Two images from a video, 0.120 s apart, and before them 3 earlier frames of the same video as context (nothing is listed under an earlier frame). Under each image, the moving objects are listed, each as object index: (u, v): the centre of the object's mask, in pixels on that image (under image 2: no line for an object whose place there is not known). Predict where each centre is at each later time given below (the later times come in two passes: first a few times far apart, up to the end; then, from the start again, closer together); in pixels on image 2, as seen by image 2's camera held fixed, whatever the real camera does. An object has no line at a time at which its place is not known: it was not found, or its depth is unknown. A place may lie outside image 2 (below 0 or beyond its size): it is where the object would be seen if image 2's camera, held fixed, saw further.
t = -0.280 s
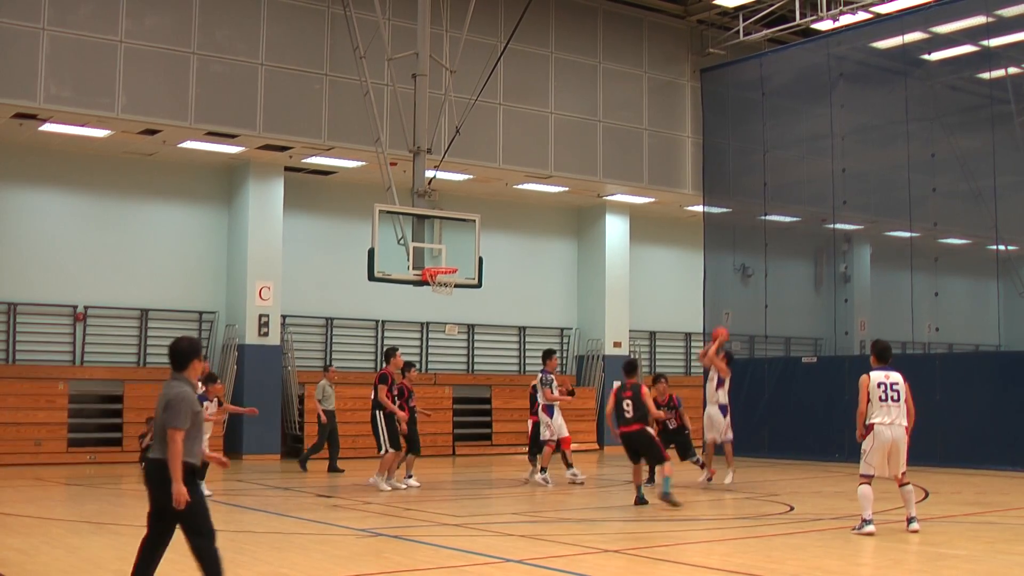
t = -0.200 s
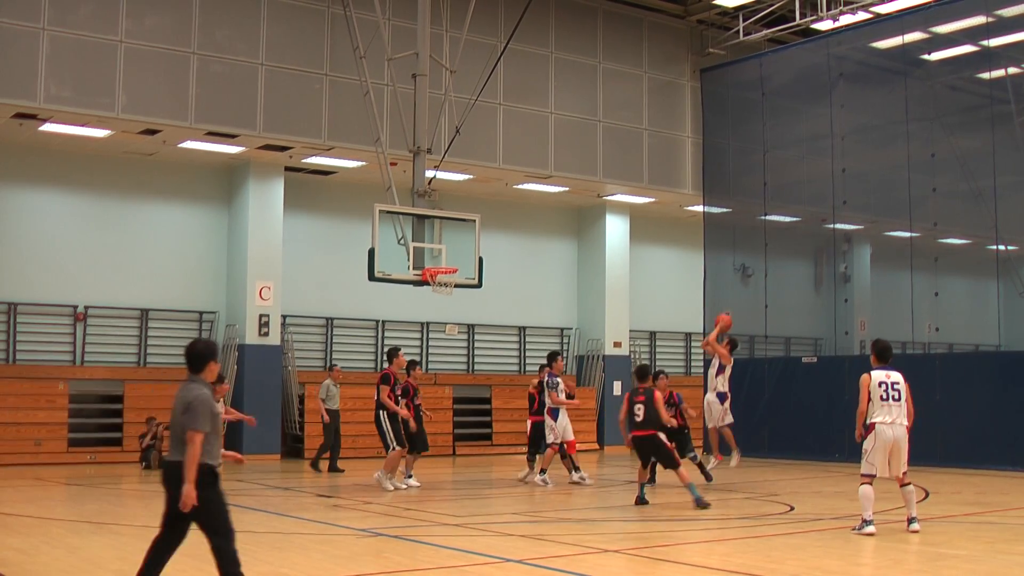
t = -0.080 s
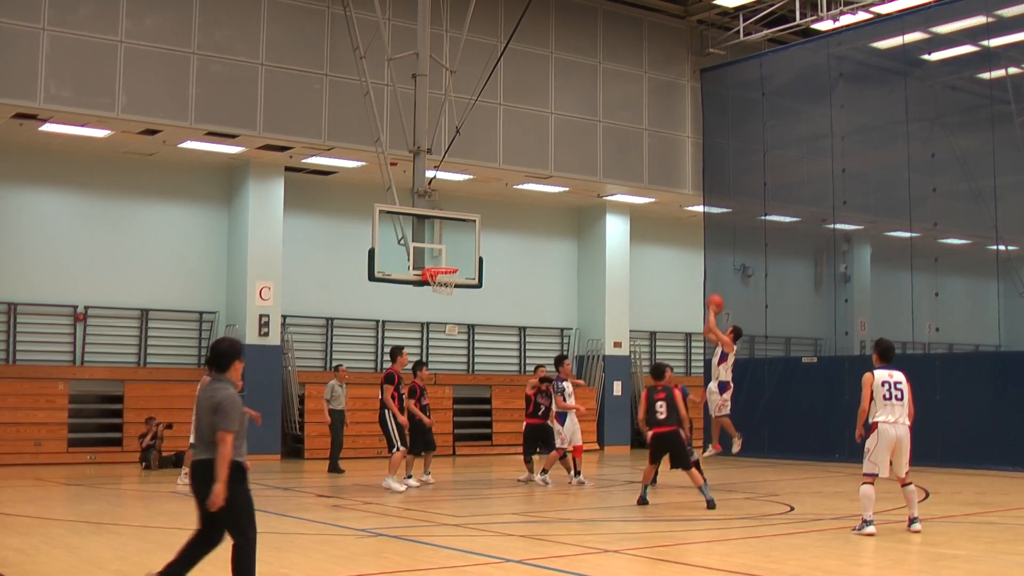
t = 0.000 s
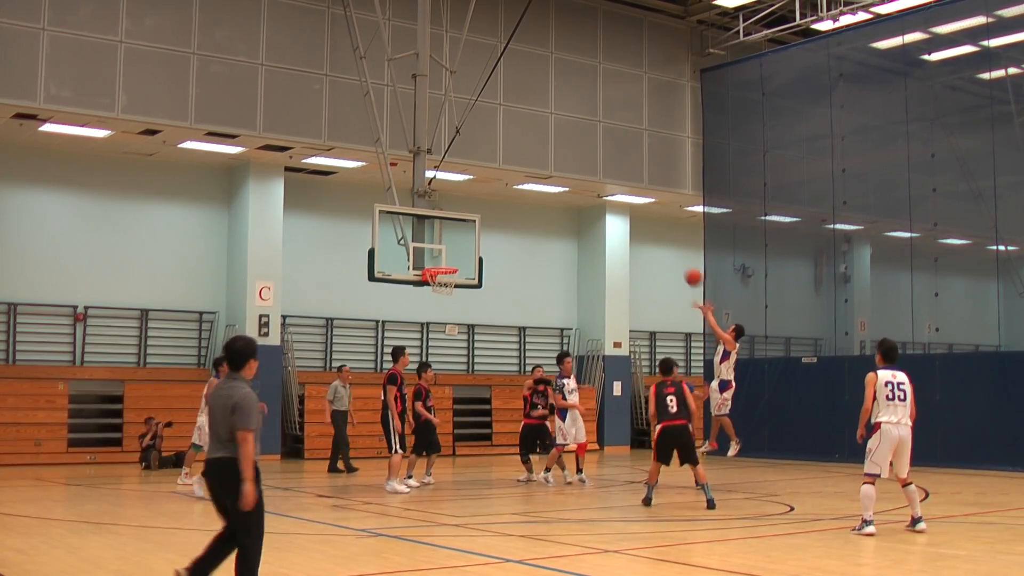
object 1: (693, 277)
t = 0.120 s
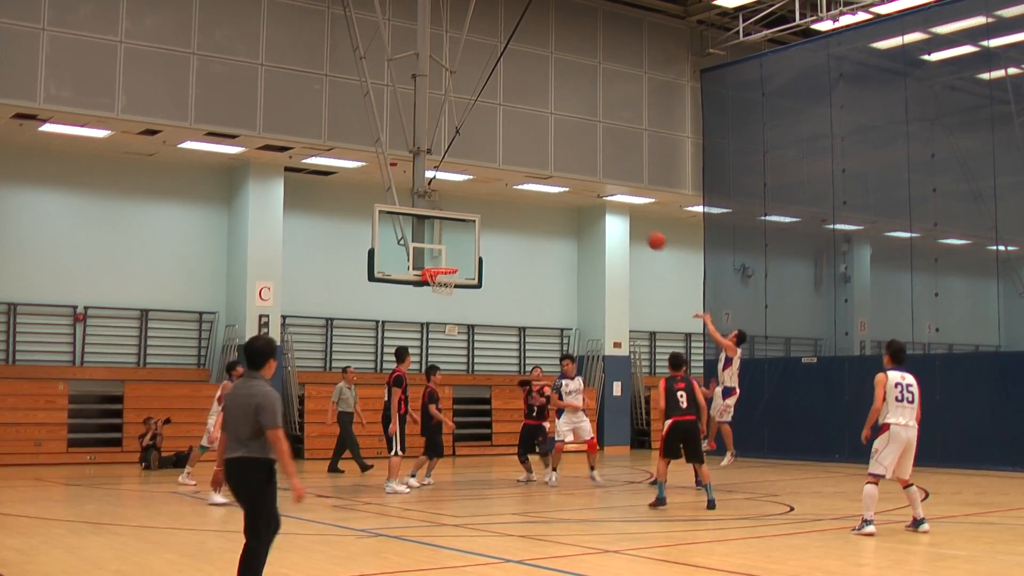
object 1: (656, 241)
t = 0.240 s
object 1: (620, 214)
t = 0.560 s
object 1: (525, 195)
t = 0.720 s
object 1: (480, 209)
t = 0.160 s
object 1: (644, 231)
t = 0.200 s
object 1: (633, 222)
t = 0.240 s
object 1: (620, 214)
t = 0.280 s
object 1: (607, 208)
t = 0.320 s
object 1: (596, 204)
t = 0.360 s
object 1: (584, 199)
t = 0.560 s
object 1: (525, 195)
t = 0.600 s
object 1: (513, 197)
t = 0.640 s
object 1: (503, 199)
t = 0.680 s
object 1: (492, 204)
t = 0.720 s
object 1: (480, 209)
